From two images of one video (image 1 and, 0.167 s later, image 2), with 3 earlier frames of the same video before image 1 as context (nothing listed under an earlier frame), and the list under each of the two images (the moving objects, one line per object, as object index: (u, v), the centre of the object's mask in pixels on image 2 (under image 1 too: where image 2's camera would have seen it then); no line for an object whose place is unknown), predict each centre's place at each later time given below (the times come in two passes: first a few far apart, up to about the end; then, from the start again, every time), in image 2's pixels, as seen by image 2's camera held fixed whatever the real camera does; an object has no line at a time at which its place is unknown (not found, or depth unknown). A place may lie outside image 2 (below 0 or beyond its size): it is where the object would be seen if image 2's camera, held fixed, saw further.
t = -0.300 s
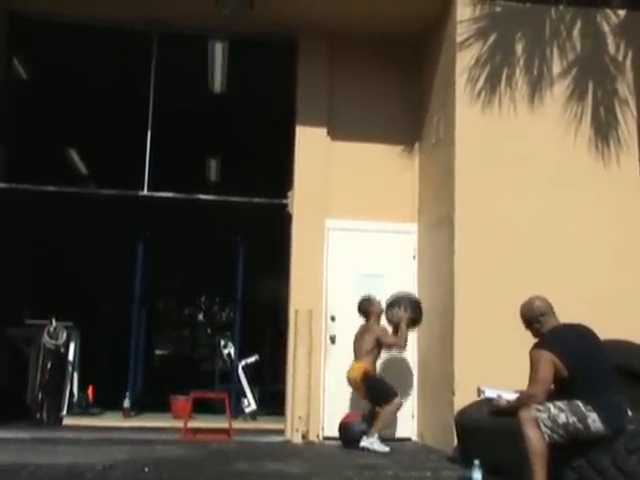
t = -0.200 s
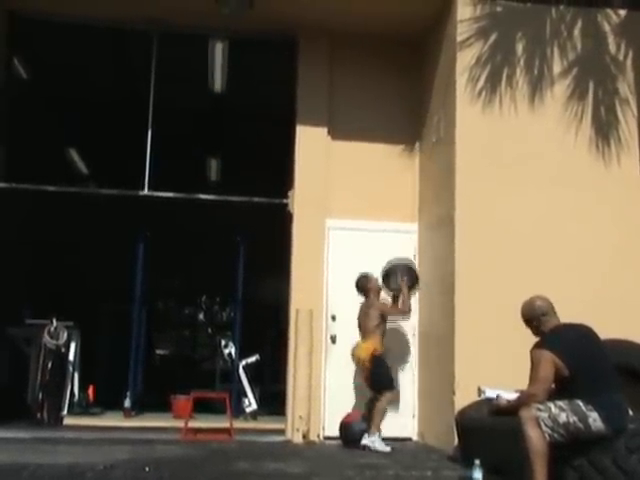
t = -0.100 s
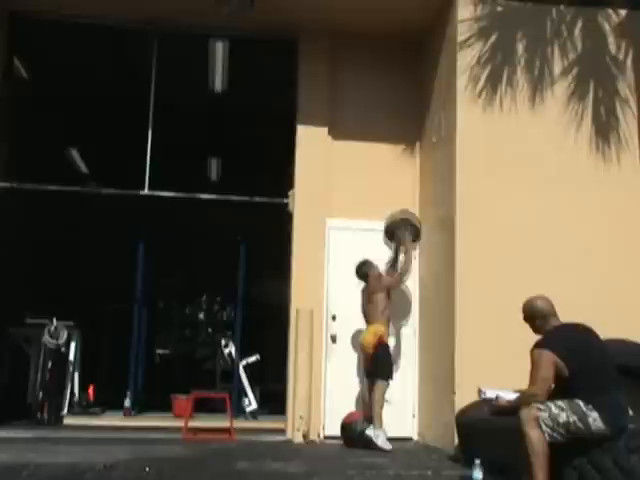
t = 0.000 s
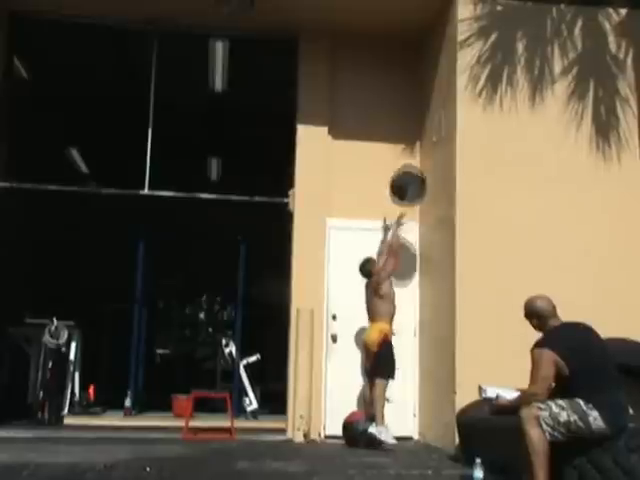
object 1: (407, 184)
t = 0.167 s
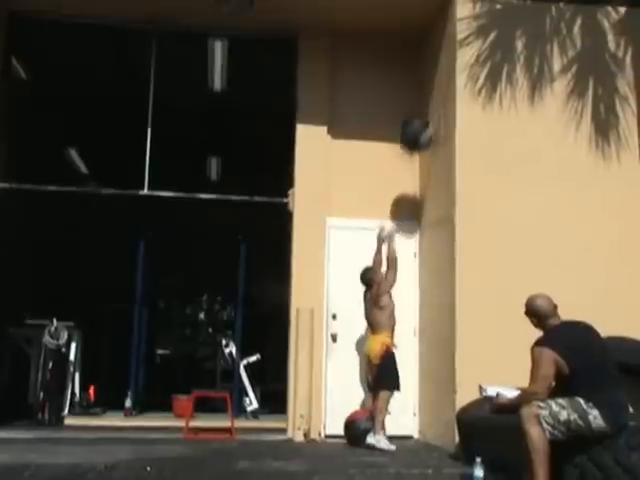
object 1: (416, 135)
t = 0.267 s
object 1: (422, 117)
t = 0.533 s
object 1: (418, 122)
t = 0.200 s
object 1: (418, 128)
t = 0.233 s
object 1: (420, 122)
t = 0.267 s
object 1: (422, 117)
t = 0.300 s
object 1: (423, 113)
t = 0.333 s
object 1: (423, 111)
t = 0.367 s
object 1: (423, 111)
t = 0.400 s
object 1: (423, 111)
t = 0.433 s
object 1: (422, 112)
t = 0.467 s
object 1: (421, 114)
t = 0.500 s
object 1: (420, 117)
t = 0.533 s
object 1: (418, 122)
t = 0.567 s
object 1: (416, 128)
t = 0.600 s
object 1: (415, 134)
